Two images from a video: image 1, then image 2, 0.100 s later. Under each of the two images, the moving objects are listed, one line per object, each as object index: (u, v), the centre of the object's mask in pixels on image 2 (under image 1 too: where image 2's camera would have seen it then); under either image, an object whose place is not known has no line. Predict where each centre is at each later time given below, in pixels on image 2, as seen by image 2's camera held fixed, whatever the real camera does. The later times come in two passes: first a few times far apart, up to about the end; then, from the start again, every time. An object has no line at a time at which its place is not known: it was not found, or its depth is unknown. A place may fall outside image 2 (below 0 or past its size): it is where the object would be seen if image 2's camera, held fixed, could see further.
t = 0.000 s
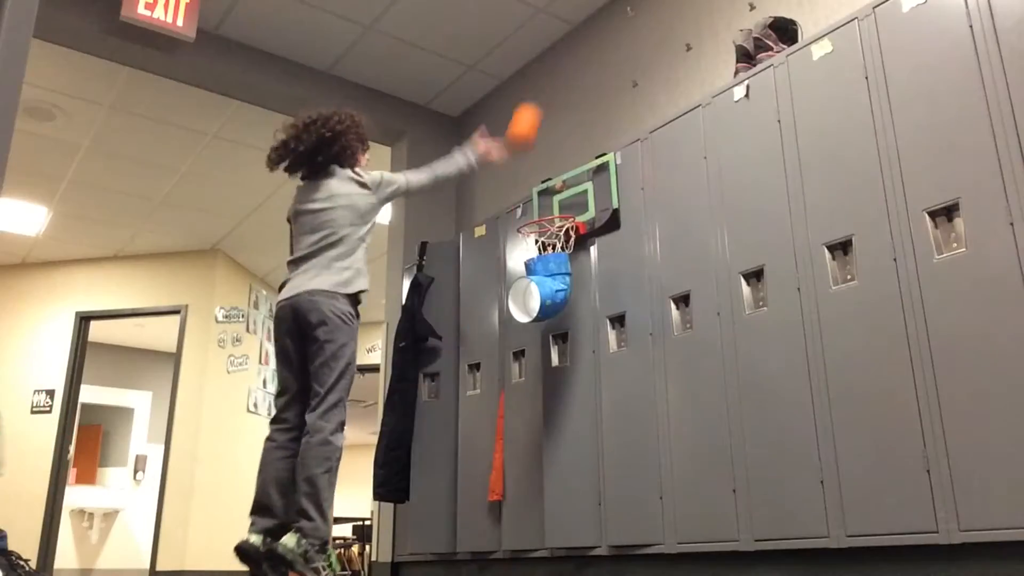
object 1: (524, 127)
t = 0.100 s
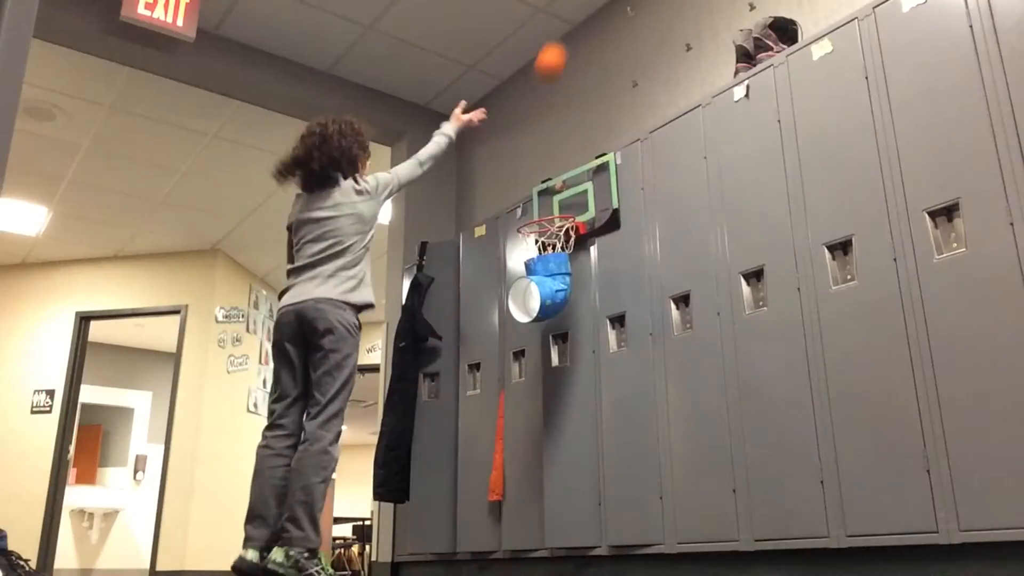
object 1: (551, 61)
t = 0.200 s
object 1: (575, 23)
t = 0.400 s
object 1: (620, 14)
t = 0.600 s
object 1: (601, 35)
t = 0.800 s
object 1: (570, 125)
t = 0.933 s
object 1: (547, 239)
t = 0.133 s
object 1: (559, 44)
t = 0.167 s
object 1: (568, 32)
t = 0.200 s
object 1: (575, 23)
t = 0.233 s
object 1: (583, 16)
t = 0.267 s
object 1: (591, 12)
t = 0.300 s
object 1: (598, 10)
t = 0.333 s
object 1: (605, 10)
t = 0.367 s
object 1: (613, 11)
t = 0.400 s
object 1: (620, 14)
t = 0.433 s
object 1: (627, 20)
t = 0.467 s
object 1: (625, 20)
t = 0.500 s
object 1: (618, 20)
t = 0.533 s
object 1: (613, 23)
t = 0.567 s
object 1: (607, 28)
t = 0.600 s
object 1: (601, 35)
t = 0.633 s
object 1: (596, 44)
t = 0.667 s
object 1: (591, 56)
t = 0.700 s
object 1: (585, 70)
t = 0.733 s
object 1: (580, 87)
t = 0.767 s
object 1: (575, 104)
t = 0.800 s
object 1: (570, 125)
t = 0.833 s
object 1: (564, 150)
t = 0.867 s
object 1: (559, 175)
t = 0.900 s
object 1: (554, 202)
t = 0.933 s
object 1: (547, 239)
